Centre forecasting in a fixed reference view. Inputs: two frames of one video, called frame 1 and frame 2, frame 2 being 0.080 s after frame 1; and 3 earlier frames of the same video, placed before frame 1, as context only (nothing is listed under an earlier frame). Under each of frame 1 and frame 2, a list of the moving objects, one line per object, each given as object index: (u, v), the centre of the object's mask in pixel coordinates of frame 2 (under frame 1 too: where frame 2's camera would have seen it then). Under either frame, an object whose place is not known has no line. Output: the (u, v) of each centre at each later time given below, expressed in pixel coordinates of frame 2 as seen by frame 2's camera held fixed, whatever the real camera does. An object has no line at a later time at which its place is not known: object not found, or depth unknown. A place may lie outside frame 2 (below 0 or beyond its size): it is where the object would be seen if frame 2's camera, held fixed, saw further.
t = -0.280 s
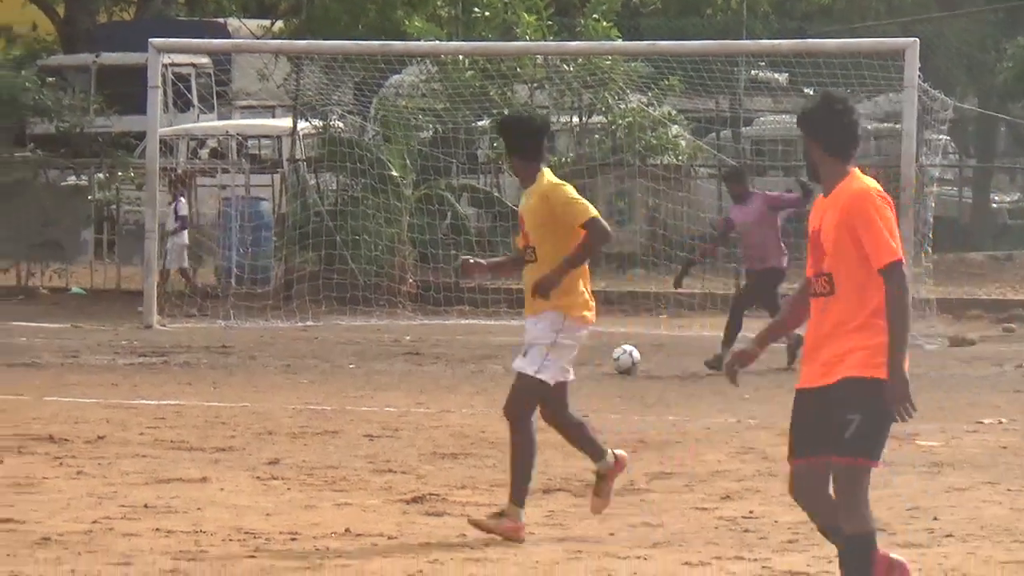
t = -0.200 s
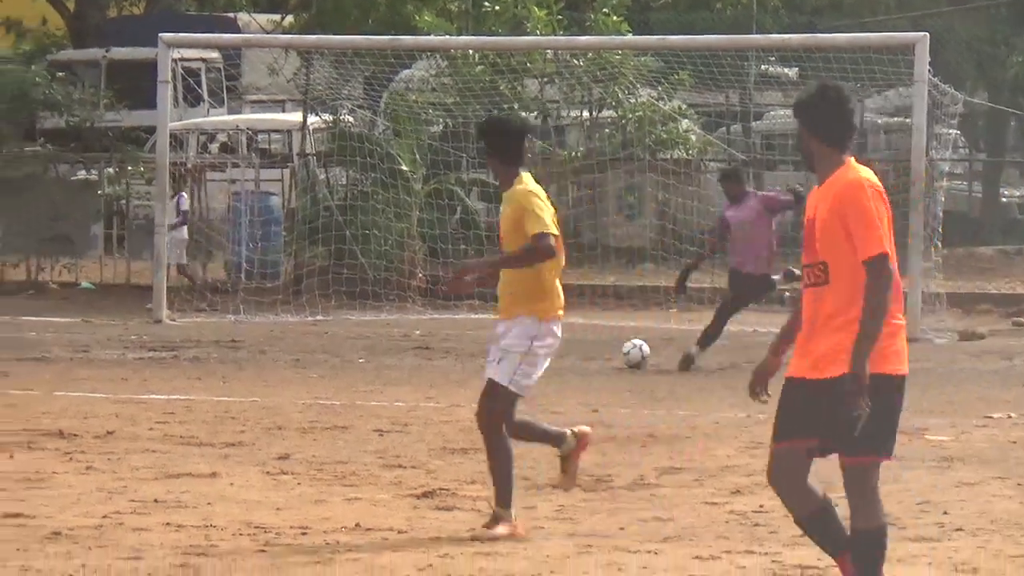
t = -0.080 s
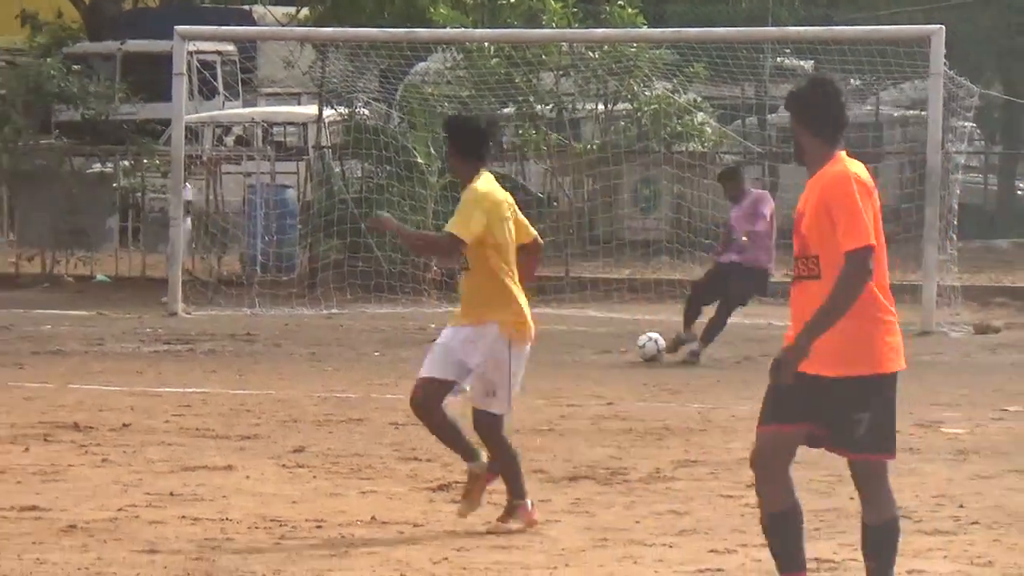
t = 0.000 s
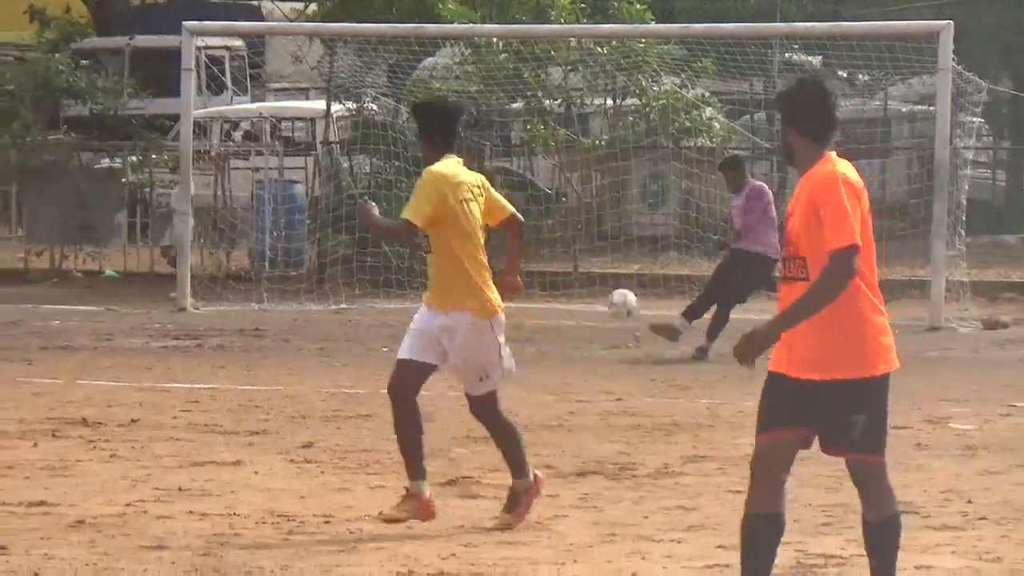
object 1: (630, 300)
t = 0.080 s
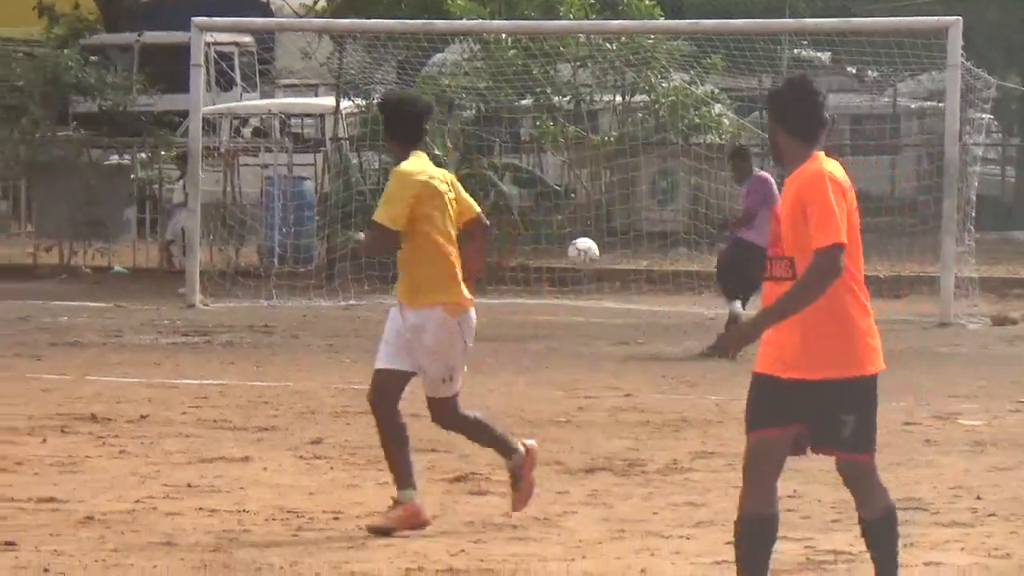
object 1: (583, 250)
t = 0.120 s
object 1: (562, 230)
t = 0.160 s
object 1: (542, 208)
